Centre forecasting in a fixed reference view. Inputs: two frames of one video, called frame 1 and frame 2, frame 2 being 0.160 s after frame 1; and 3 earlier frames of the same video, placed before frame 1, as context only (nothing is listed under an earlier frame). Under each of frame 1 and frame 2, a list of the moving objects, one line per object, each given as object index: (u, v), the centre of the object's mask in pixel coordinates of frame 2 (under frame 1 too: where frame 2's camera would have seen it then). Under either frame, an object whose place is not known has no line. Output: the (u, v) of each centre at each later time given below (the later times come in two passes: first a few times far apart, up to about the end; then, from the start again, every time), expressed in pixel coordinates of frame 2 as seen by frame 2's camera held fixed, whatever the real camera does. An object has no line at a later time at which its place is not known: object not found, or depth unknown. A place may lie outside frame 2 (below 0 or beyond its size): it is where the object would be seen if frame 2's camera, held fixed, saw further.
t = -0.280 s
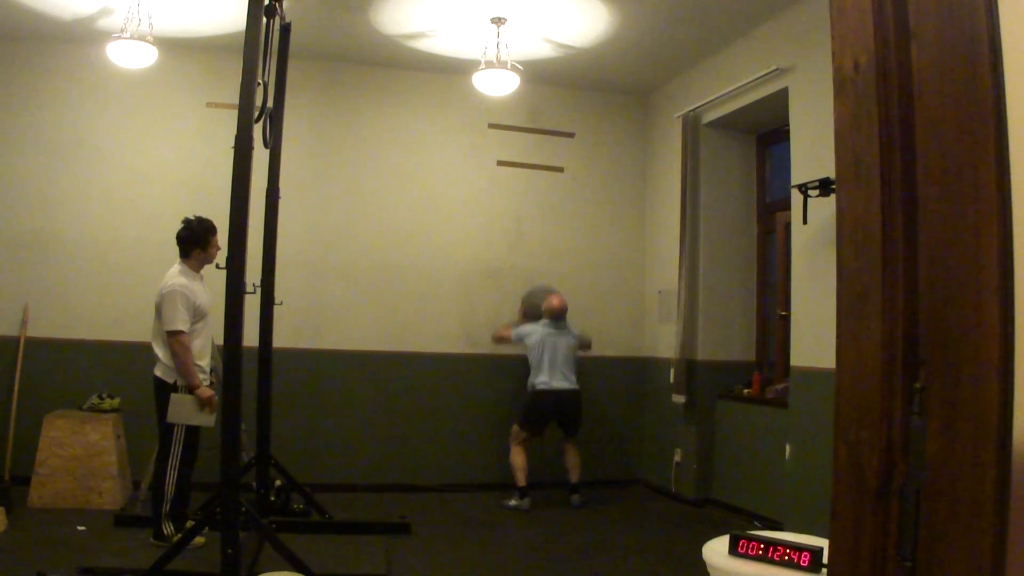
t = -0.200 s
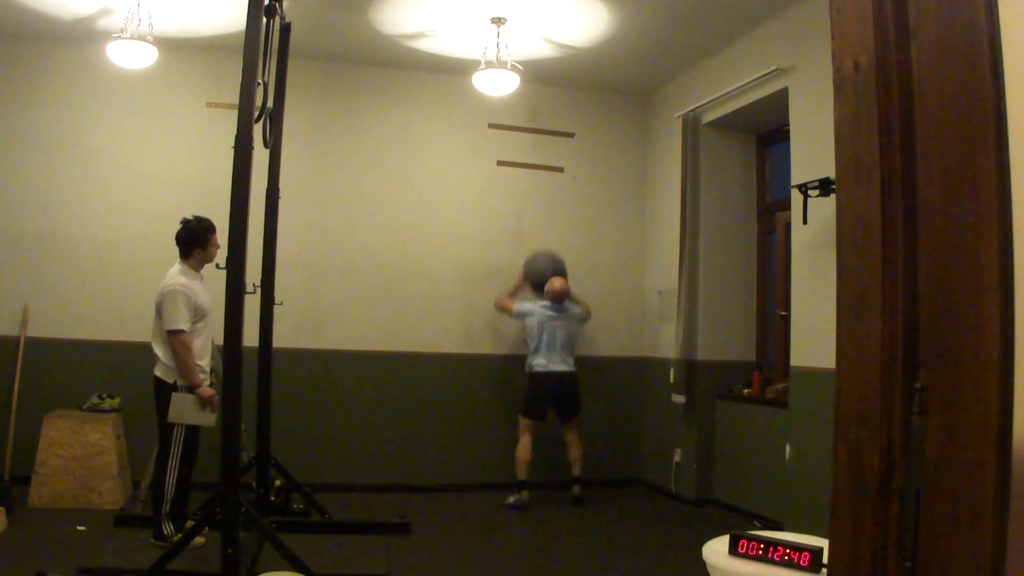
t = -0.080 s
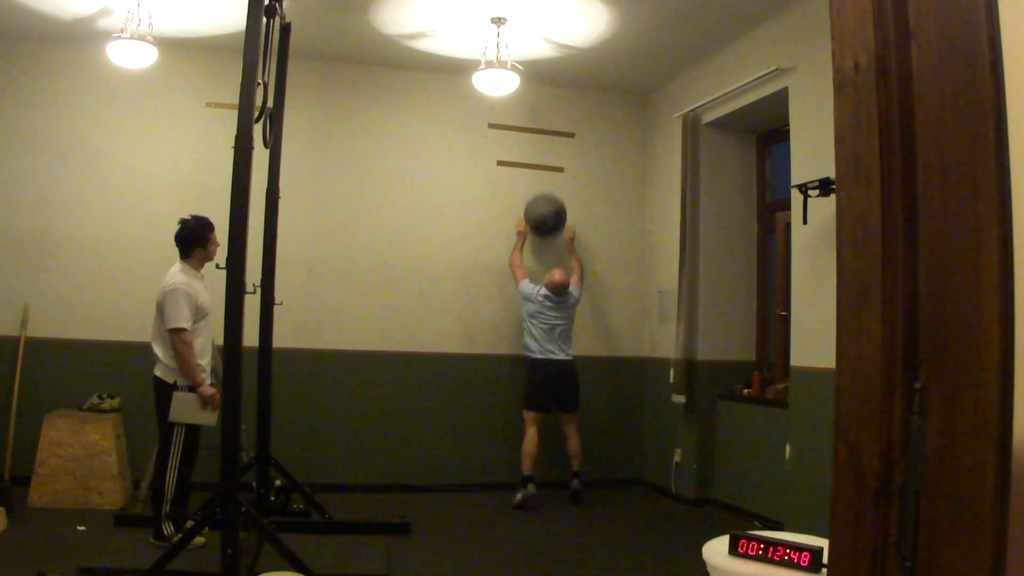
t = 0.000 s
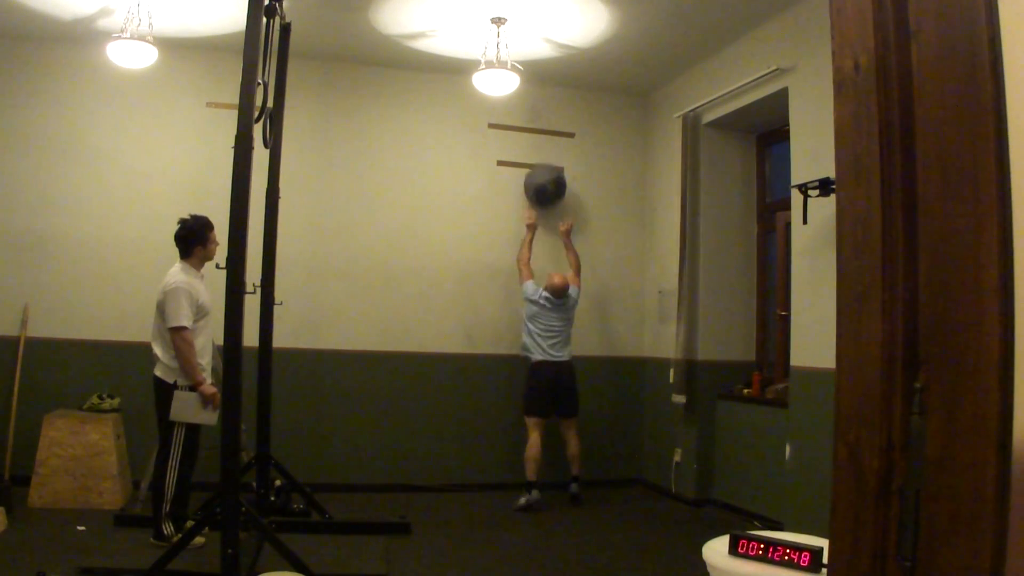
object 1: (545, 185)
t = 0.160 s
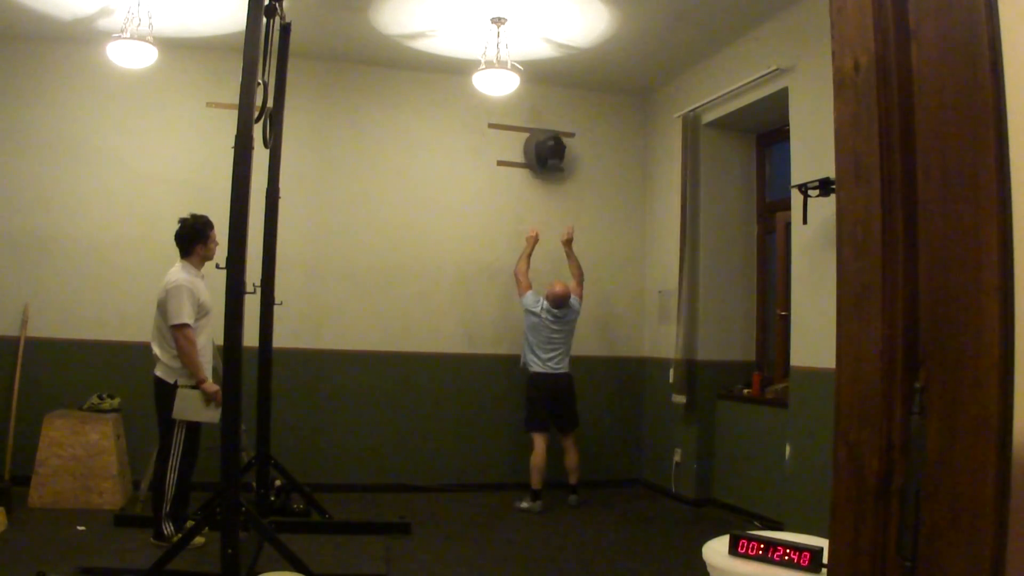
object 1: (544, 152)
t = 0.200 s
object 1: (545, 149)
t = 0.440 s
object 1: (550, 160)
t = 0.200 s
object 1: (545, 149)
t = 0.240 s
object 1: (545, 146)
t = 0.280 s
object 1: (546, 146)
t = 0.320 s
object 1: (547, 146)
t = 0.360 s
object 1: (548, 149)
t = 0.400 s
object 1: (549, 153)
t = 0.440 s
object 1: (550, 160)
